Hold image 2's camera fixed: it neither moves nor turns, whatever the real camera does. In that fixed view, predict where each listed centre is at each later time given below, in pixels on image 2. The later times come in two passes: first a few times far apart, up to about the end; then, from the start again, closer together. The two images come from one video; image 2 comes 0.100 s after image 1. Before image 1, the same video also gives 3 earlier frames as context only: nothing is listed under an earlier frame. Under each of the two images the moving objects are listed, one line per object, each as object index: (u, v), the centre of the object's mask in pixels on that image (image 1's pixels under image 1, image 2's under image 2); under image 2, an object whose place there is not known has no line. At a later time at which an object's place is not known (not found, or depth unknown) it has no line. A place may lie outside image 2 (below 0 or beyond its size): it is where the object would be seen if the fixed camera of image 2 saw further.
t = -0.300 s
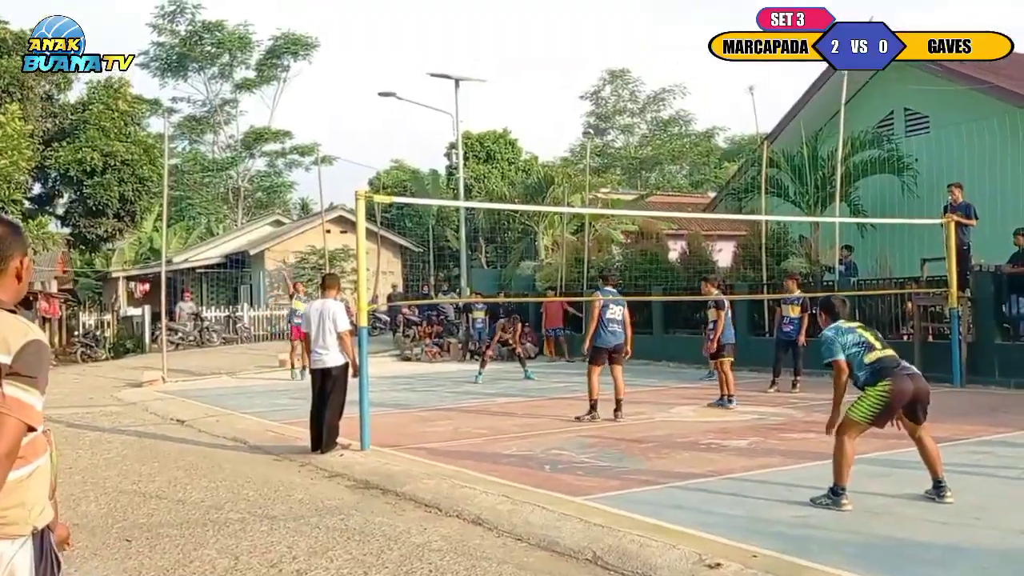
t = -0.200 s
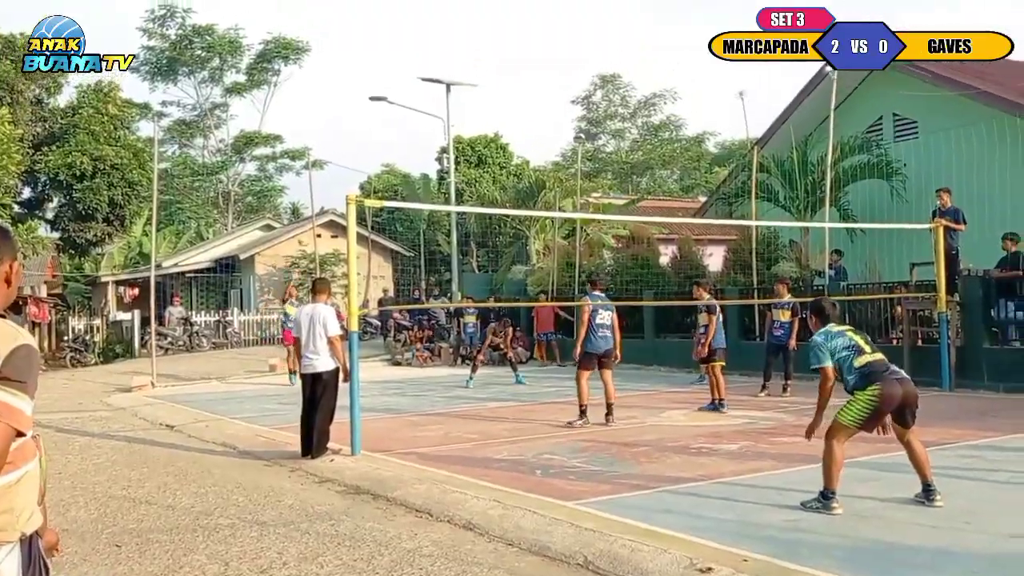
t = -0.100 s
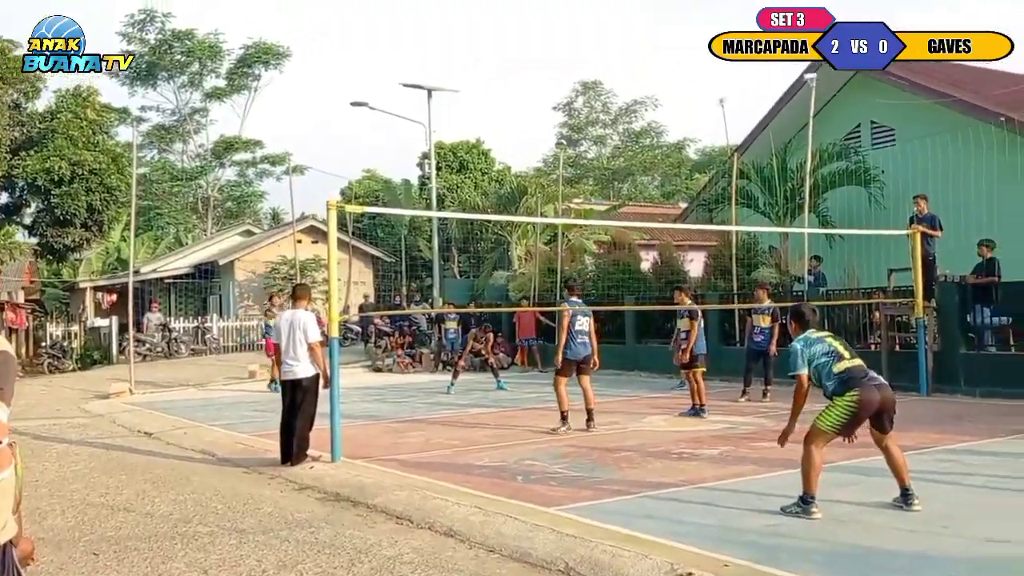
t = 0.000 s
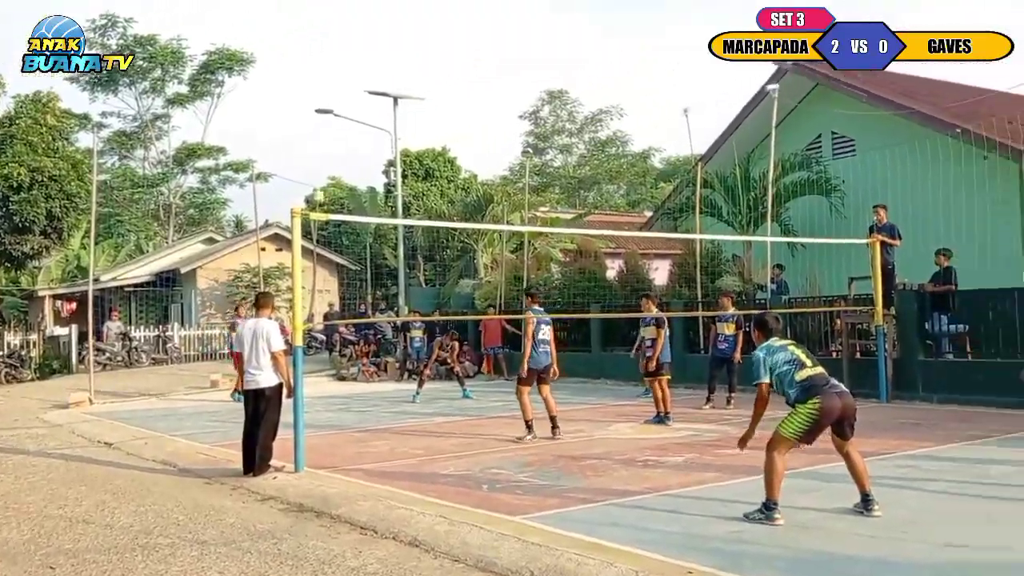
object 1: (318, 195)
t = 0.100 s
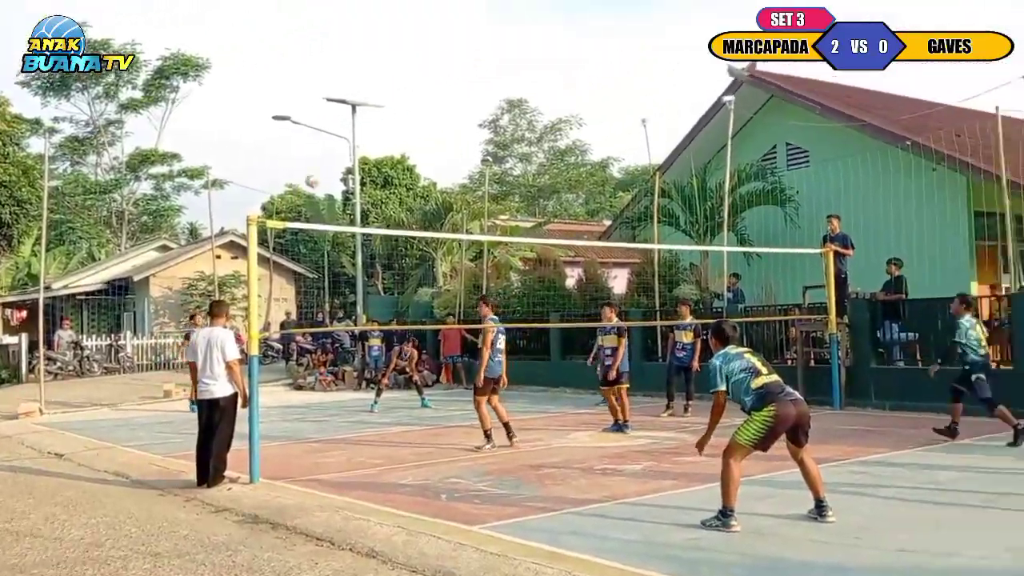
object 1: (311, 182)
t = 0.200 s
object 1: (350, 162)
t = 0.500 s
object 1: (476, 138)
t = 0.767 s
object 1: (613, 172)
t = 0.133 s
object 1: (324, 174)
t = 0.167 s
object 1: (337, 168)
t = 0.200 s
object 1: (350, 162)
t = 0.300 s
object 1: (391, 148)
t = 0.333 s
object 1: (404, 145)
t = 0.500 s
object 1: (476, 138)
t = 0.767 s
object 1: (613, 172)
